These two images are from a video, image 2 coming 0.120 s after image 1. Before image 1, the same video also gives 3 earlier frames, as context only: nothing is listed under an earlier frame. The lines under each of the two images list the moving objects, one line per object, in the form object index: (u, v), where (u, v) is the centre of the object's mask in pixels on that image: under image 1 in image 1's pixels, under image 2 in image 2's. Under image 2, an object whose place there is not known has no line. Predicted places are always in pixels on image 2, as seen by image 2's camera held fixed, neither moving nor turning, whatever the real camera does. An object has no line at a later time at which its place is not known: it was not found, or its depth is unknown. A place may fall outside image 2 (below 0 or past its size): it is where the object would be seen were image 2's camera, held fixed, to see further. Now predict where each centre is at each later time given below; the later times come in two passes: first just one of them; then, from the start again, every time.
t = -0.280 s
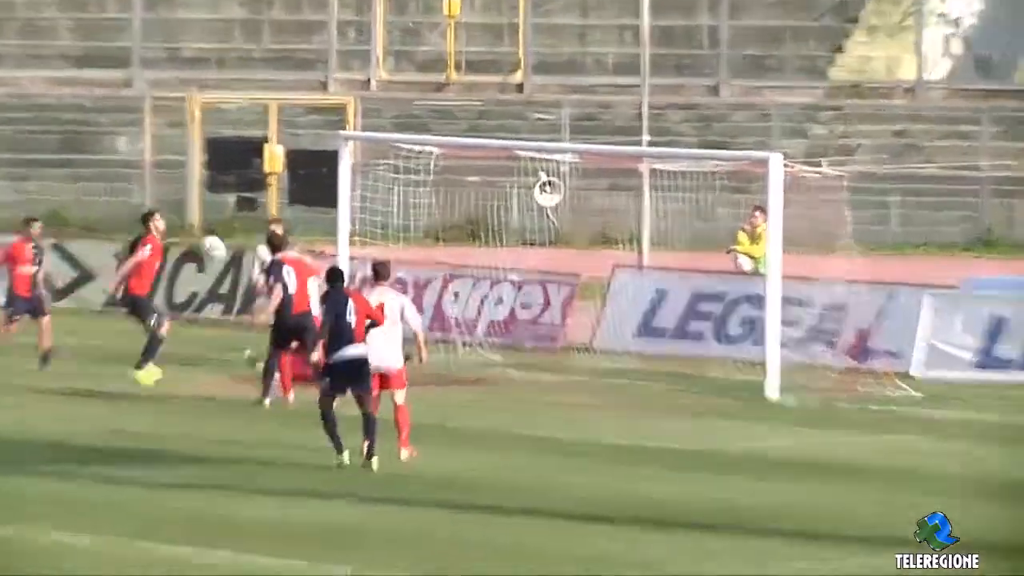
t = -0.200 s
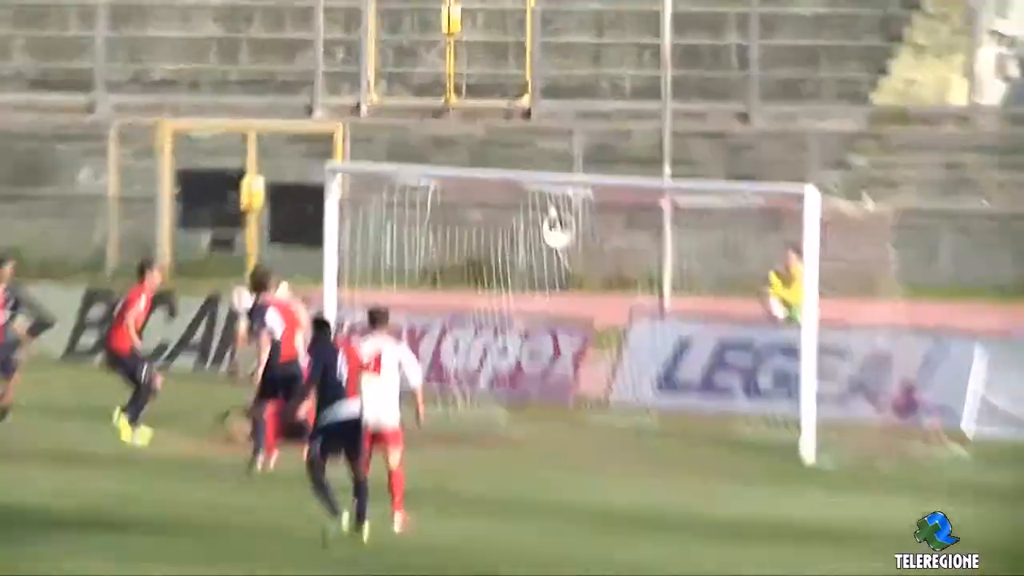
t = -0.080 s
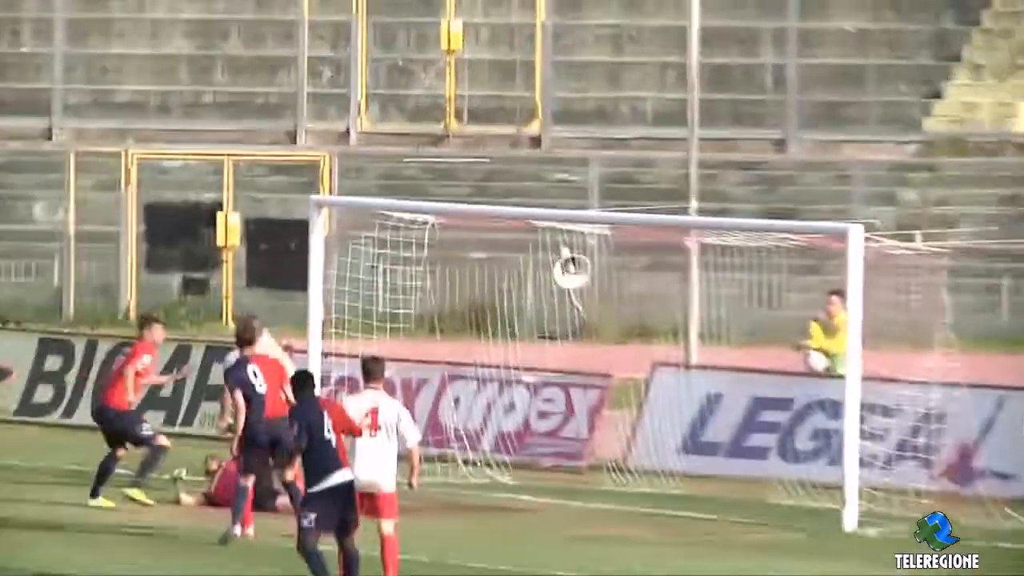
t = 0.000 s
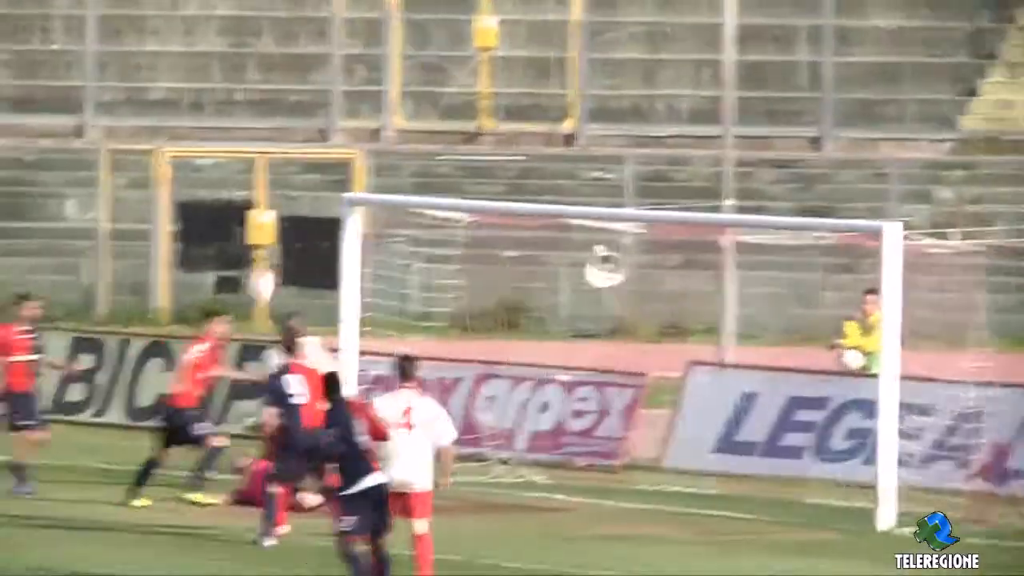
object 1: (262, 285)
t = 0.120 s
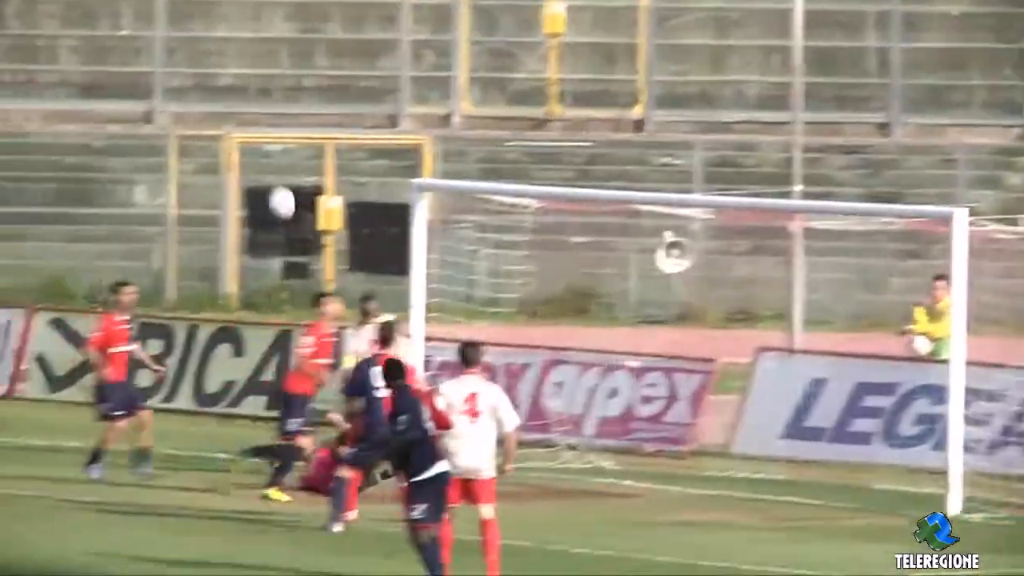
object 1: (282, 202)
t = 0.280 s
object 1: (223, 132)
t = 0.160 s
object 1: (268, 183)
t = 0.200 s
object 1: (255, 165)
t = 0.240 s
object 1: (239, 148)
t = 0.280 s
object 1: (223, 132)
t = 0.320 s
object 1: (204, 120)
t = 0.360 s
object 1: (191, 111)
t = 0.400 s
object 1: (175, 103)
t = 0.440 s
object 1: (161, 98)
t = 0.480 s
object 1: (146, 94)
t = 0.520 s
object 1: (133, 91)
